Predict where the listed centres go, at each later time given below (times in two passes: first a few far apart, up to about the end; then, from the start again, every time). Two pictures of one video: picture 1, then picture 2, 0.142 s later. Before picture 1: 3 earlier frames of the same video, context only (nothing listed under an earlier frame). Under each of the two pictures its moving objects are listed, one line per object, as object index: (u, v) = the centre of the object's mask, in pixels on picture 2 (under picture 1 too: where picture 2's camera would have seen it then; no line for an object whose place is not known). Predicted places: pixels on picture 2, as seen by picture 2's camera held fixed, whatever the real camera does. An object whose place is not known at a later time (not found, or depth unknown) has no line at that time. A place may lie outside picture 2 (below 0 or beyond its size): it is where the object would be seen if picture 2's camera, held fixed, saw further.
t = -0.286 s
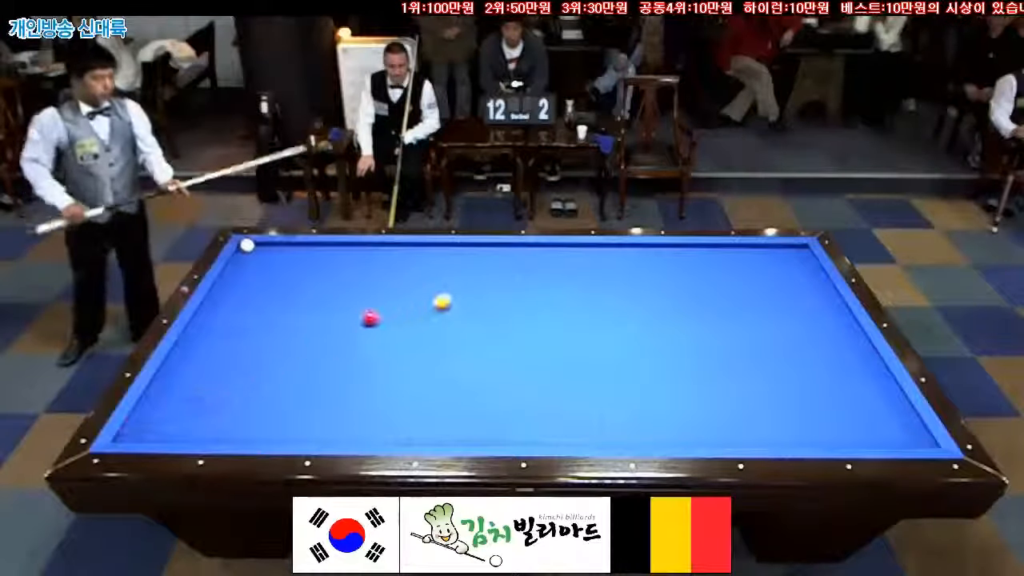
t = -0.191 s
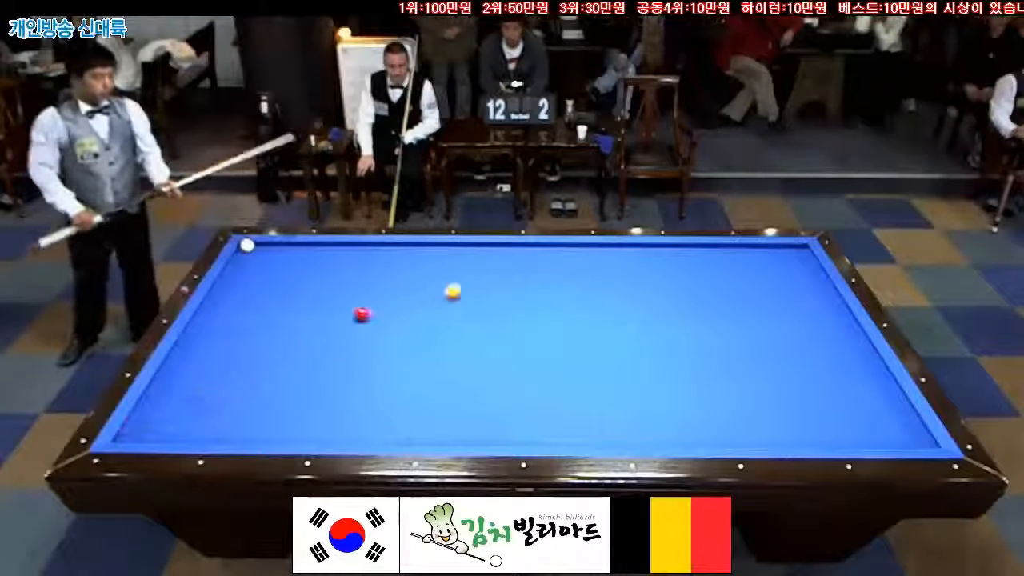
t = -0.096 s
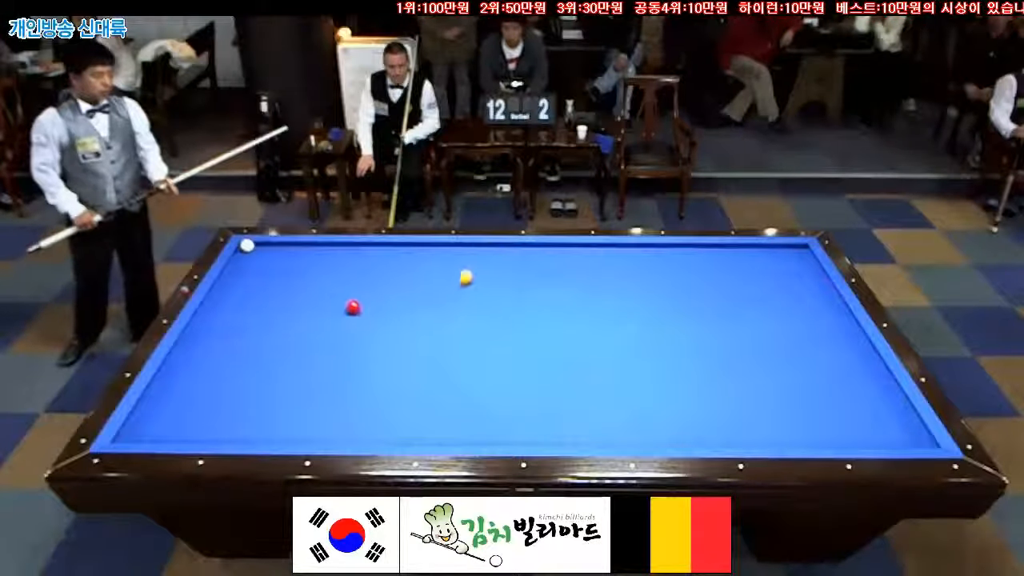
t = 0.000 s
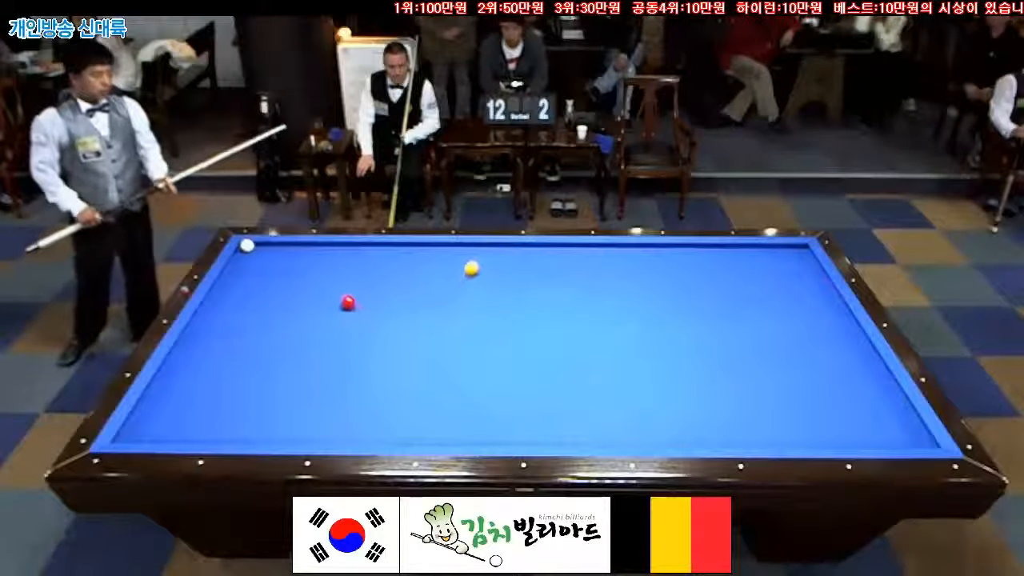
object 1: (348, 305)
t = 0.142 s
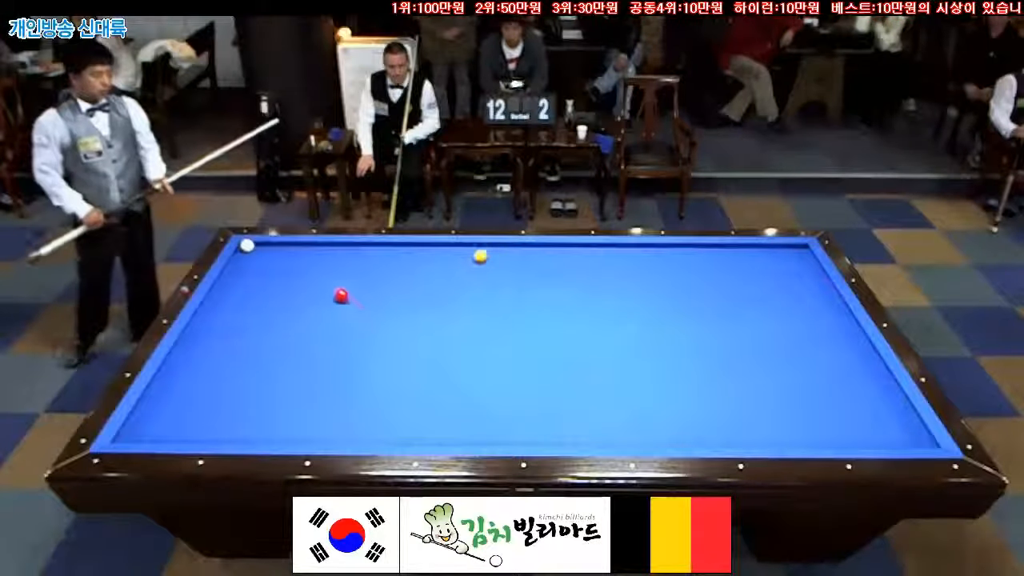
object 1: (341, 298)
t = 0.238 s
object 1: (337, 293)
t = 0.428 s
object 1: (324, 281)
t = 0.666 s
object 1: (315, 271)
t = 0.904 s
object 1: (304, 262)
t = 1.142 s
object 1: (295, 250)
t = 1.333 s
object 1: (287, 248)
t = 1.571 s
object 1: (277, 251)
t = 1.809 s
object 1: (269, 254)
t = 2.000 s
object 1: (259, 260)
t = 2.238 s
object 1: (253, 262)
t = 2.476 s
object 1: (240, 267)
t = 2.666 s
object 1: (233, 270)
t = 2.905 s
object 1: (226, 273)
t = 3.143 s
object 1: (229, 275)
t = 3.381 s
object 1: (230, 277)
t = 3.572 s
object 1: (231, 279)
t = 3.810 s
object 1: (232, 281)
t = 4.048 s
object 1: (234, 282)
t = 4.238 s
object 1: (236, 284)
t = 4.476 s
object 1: (238, 285)
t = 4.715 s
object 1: (238, 285)
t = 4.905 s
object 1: (238, 286)
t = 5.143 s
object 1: (238, 287)
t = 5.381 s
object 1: (239, 287)
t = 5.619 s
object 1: (239, 287)
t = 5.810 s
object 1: (239, 288)
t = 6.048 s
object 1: (239, 288)
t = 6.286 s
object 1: (239, 288)
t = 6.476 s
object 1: (239, 288)
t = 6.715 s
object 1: (239, 288)
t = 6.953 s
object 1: (239, 288)
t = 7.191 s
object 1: (239, 288)
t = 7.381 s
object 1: (239, 288)
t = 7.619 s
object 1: (239, 288)
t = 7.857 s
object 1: (239, 288)
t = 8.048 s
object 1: (239, 288)
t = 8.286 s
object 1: (239, 288)
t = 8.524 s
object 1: (239, 288)
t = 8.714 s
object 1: (239, 288)
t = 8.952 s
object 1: (239, 288)
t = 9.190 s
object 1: (239, 288)
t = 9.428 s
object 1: (239, 288)
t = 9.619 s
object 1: (239, 288)
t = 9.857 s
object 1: (239, 288)
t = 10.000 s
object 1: (239, 288)
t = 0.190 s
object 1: (339, 295)
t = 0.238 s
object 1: (337, 293)
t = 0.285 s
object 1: (335, 290)
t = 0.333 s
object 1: (330, 286)
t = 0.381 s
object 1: (326, 283)
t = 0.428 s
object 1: (324, 281)
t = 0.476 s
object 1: (323, 278)
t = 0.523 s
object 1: (320, 276)
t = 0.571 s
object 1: (318, 275)
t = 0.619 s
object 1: (317, 272)
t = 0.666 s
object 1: (315, 271)
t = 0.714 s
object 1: (313, 269)
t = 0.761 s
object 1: (313, 267)
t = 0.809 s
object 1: (310, 265)
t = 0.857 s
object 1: (306, 262)
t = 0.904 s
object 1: (304, 262)
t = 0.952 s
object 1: (301, 258)
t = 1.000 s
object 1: (301, 257)
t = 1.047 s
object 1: (297, 254)
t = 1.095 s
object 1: (296, 252)
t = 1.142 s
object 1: (295, 250)
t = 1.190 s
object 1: (295, 249)
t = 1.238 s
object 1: (292, 248)
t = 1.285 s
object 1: (290, 247)
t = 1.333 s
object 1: (287, 248)
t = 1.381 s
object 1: (284, 249)
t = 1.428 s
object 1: (283, 249)
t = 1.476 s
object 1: (280, 250)
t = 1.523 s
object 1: (280, 250)
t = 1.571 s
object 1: (277, 251)
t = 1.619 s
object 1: (277, 251)
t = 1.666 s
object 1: (275, 252)
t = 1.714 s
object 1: (271, 253)
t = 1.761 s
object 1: (269, 254)
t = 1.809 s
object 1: (269, 254)
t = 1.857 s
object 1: (265, 257)
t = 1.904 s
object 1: (262, 257)
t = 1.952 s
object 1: (262, 258)
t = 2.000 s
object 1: (259, 260)
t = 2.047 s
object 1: (257, 261)
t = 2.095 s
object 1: (256, 261)
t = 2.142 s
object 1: (254, 261)
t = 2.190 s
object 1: (253, 262)
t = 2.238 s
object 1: (253, 262)
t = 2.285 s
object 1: (251, 262)
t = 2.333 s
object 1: (246, 264)
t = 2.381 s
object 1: (243, 266)
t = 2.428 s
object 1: (242, 266)
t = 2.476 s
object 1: (240, 267)
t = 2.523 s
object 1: (238, 268)
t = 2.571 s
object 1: (236, 269)
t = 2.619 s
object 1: (235, 269)
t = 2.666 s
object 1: (233, 270)
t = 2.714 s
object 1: (230, 271)
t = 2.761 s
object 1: (230, 271)
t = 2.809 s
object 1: (228, 272)
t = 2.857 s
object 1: (226, 274)
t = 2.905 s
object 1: (226, 273)
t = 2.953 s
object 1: (226, 274)
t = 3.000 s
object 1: (227, 274)
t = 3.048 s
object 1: (227, 274)
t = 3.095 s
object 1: (226, 274)
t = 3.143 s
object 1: (229, 275)
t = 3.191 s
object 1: (228, 276)
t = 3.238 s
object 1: (228, 276)
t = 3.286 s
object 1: (228, 276)
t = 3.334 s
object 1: (230, 277)
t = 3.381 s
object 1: (230, 277)
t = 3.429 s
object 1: (231, 278)
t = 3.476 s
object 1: (231, 278)
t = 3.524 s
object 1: (231, 278)
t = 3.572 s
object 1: (231, 279)
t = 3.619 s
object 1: (231, 279)
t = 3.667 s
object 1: (232, 280)
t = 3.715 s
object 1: (232, 280)
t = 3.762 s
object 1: (232, 281)
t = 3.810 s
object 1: (232, 281)
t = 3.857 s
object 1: (234, 282)
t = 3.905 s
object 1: (234, 282)
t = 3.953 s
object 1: (234, 282)
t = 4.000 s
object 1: (234, 282)
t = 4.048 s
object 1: (234, 282)
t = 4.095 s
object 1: (234, 283)
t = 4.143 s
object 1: (235, 283)
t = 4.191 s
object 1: (235, 283)
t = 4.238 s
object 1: (236, 284)
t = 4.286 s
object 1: (235, 284)
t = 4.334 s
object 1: (236, 284)
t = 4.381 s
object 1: (236, 284)
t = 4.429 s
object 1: (238, 285)
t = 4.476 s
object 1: (238, 285)
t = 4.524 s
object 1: (238, 285)
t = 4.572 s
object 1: (237, 284)
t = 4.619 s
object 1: (238, 285)
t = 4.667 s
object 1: (238, 285)
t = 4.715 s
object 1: (238, 285)
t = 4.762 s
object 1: (238, 286)
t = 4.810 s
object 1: (238, 286)
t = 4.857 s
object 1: (238, 286)
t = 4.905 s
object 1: (238, 286)
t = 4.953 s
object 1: (238, 286)
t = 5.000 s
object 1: (238, 286)
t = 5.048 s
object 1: (238, 286)
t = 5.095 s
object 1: (238, 286)
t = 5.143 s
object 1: (238, 287)
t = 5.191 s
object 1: (239, 287)
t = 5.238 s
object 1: (239, 287)
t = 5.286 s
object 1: (239, 287)
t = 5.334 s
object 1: (239, 287)
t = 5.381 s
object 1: (239, 287)
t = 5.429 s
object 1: (239, 287)
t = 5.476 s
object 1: (239, 287)
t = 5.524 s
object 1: (239, 287)
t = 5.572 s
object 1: (239, 287)
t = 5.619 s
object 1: (239, 287)
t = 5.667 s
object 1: (239, 287)
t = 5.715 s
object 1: (239, 288)
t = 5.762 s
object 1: (239, 287)
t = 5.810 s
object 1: (239, 288)
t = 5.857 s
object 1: (239, 288)
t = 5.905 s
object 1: (239, 288)
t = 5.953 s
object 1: (239, 288)
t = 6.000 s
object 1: (239, 288)
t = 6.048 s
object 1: (239, 288)
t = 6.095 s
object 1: (239, 288)
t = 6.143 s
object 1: (239, 288)
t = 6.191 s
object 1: (239, 288)
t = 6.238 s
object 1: (239, 288)
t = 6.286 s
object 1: (239, 288)
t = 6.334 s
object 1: (239, 288)
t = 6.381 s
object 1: (239, 288)
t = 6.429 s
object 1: (239, 288)
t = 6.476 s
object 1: (239, 288)
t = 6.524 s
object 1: (239, 288)
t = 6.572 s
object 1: (239, 288)
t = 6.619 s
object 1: (239, 288)
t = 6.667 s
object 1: (239, 288)
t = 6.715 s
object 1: (239, 288)
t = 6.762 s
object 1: (239, 288)
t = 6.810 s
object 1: (239, 288)
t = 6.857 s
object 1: (239, 288)
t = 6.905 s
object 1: (239, 288)
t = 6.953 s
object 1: (239, 288)
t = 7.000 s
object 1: (239, 288)
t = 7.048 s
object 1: (239, 288)
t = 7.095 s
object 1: (239, 288)
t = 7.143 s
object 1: (239, 288)
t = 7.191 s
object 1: (239, 288)
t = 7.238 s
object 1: (239, 288)
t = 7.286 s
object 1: (239, 288)
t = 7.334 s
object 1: (239, 288)
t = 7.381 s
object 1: (239, 288)
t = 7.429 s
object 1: (239, 288)
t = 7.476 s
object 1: (239, 288)
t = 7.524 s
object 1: (239, 288)
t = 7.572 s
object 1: (239, 288)
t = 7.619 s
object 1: (239, 288)
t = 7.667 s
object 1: (239, 288)
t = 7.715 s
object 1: (239, 288)
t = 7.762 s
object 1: (239, 288)
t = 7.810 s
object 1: (239, 288)
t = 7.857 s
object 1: (239, 288)
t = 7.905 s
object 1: (239, 288)
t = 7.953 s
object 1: (239, 288)
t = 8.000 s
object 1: (239, 288)
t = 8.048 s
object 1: (239, 288)
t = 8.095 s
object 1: (239, 288)
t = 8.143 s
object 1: (239, 288)
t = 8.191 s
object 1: (239, 288)
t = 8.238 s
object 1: (239, 288)
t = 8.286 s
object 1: (239, 288)
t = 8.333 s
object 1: (239, 288)
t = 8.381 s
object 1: (239, 288)
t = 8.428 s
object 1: (239, 288)
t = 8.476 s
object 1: (239, 288)
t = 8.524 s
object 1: (239, 288)
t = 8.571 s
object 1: (239, 288)
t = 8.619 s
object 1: (239, 288)
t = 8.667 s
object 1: (239, 288)
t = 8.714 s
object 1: (239, 288)
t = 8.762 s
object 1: (239, 288)
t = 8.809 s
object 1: (239, 288)
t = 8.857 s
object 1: (239, 288)
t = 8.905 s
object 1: (239, 288)
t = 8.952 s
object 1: (239, 288)
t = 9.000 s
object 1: (239, 288)
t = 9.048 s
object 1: (239, 288)
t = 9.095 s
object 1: (239, 288)
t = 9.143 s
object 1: (239, 288)
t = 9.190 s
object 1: (239, 288)
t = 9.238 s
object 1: (239, 288)
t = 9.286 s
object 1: (239, 288)
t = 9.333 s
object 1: (239, 288)
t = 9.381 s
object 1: (239, 288)
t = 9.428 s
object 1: (239, 288)
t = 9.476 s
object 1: (239, 288)
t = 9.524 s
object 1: (239, 288)
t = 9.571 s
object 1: (239, 288)
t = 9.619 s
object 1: (239, 288)
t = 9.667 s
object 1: (239, 288)
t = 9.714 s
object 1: (239, 288)
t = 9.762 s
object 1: (239, 288)
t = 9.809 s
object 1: (239, 288)
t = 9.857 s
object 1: (239, 288)
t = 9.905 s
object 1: (239, 288)
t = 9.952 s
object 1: (239, 288)
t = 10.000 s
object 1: (239, 288)
